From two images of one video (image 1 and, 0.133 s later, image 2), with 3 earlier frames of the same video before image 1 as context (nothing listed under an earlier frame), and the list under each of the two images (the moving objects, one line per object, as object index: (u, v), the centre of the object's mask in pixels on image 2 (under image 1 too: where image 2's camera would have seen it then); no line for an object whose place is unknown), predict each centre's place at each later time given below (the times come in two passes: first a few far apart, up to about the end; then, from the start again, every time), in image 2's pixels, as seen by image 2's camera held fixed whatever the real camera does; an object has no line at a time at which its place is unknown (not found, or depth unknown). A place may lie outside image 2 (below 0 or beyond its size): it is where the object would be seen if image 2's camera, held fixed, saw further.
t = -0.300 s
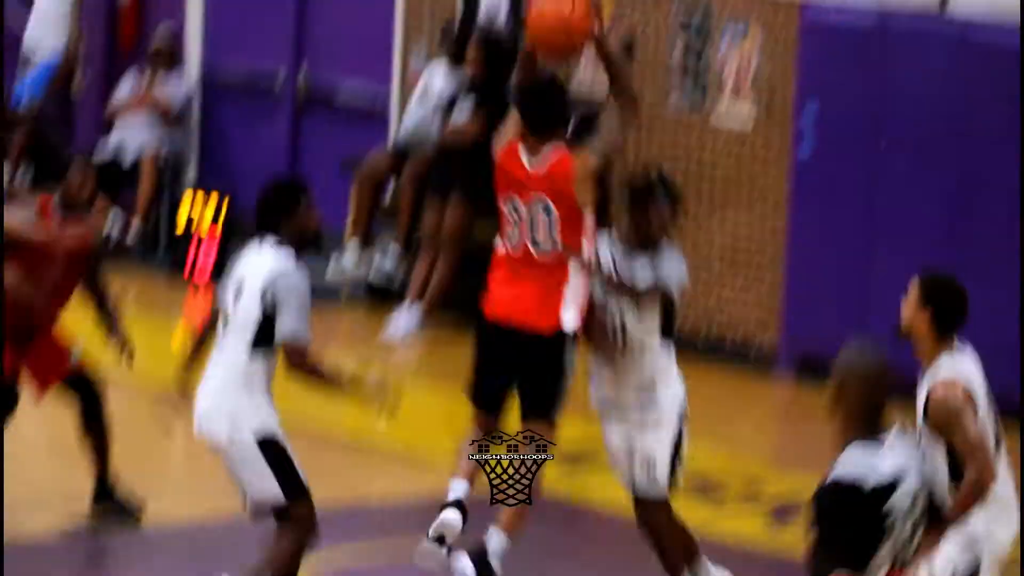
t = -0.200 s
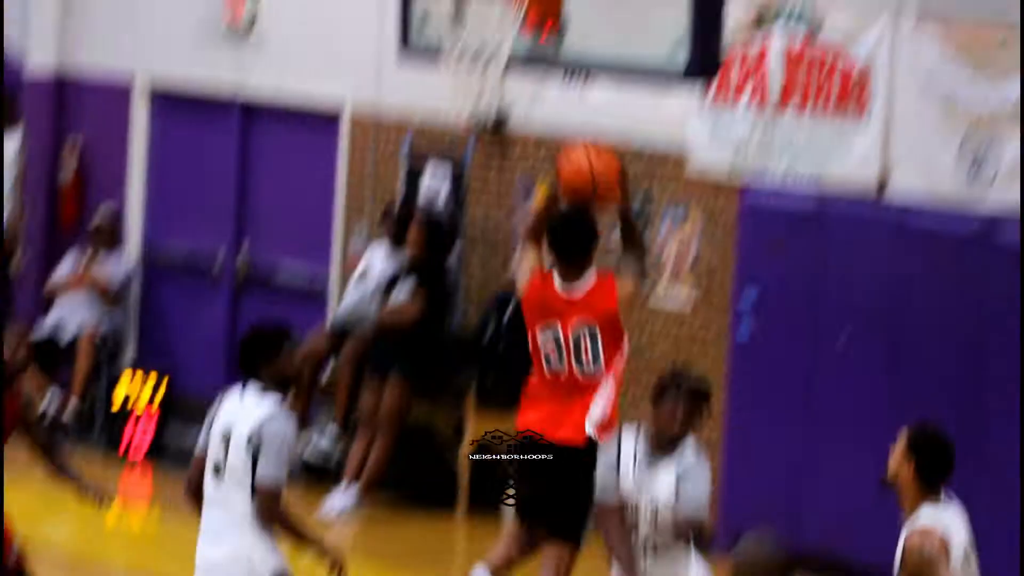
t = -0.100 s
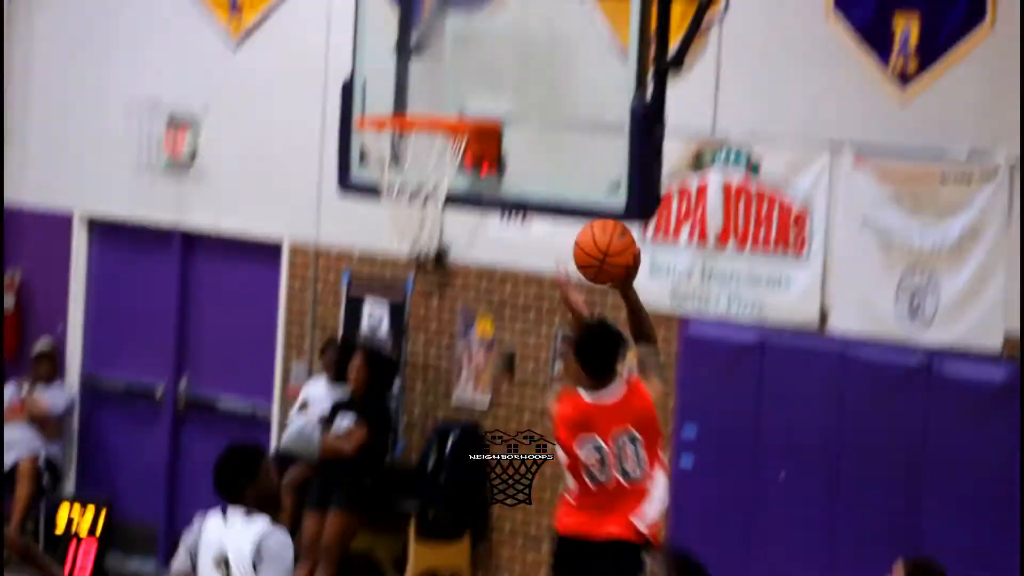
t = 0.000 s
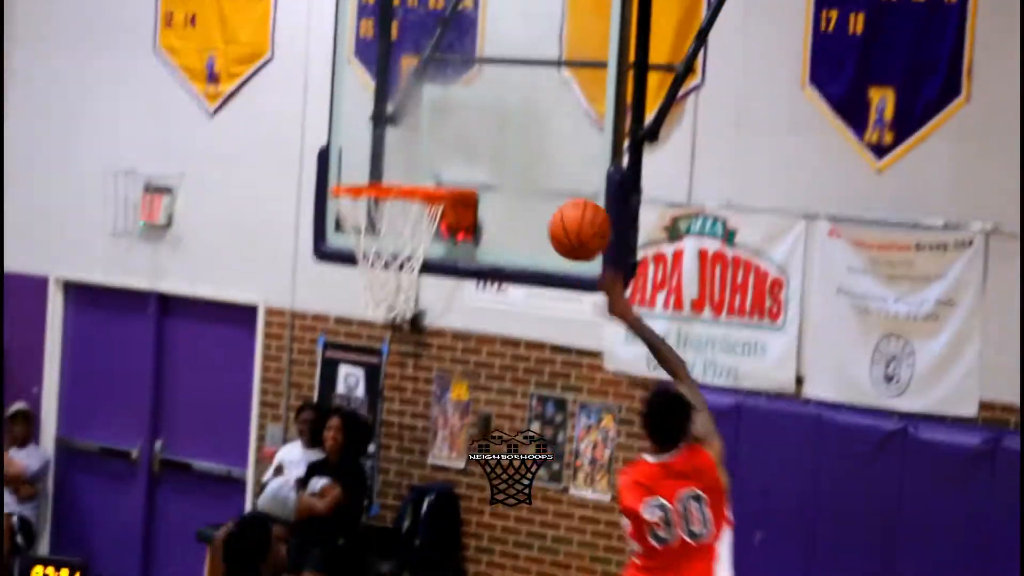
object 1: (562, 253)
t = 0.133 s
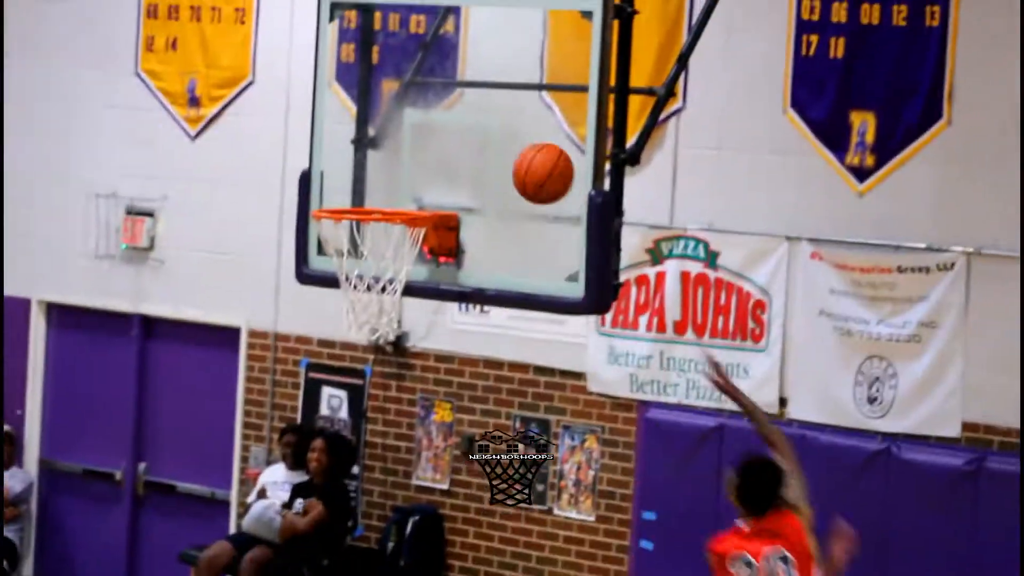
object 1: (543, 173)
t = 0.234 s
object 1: (529, 146)
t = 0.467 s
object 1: (413, 177)
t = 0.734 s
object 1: (325, 183)
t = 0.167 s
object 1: (538, 162)
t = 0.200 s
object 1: (533, 153)
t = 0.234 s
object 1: (529, 146)
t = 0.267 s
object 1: (524, 143)
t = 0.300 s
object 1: (508, 142)
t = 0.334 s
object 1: (489, 143)
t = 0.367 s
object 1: (470, 147)
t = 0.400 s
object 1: (451, 154)
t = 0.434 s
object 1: (432, 164)
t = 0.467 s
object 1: (413, 177)
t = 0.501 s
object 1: (396, 188)
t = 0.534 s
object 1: (386, 179)
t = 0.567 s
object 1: (377, 173)
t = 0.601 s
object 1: (367, 170)
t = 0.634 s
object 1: (356, 169)
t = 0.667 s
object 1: (346, 171)
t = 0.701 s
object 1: (335, 175)
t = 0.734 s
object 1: (325, 183)
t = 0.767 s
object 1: (313, 185)
